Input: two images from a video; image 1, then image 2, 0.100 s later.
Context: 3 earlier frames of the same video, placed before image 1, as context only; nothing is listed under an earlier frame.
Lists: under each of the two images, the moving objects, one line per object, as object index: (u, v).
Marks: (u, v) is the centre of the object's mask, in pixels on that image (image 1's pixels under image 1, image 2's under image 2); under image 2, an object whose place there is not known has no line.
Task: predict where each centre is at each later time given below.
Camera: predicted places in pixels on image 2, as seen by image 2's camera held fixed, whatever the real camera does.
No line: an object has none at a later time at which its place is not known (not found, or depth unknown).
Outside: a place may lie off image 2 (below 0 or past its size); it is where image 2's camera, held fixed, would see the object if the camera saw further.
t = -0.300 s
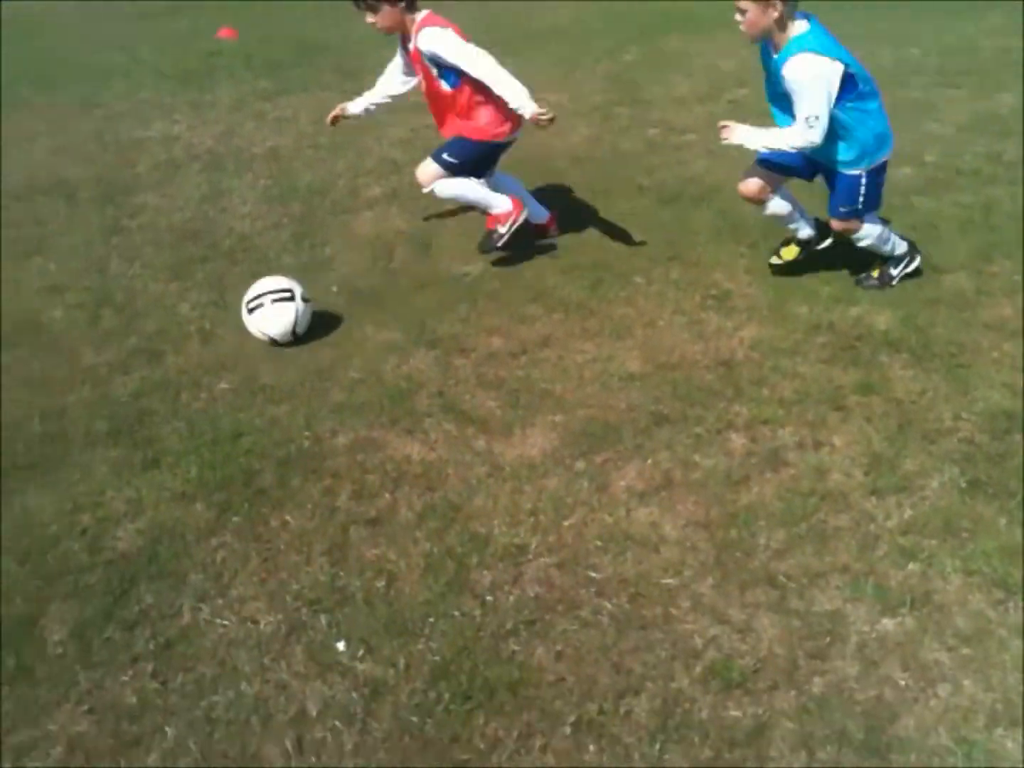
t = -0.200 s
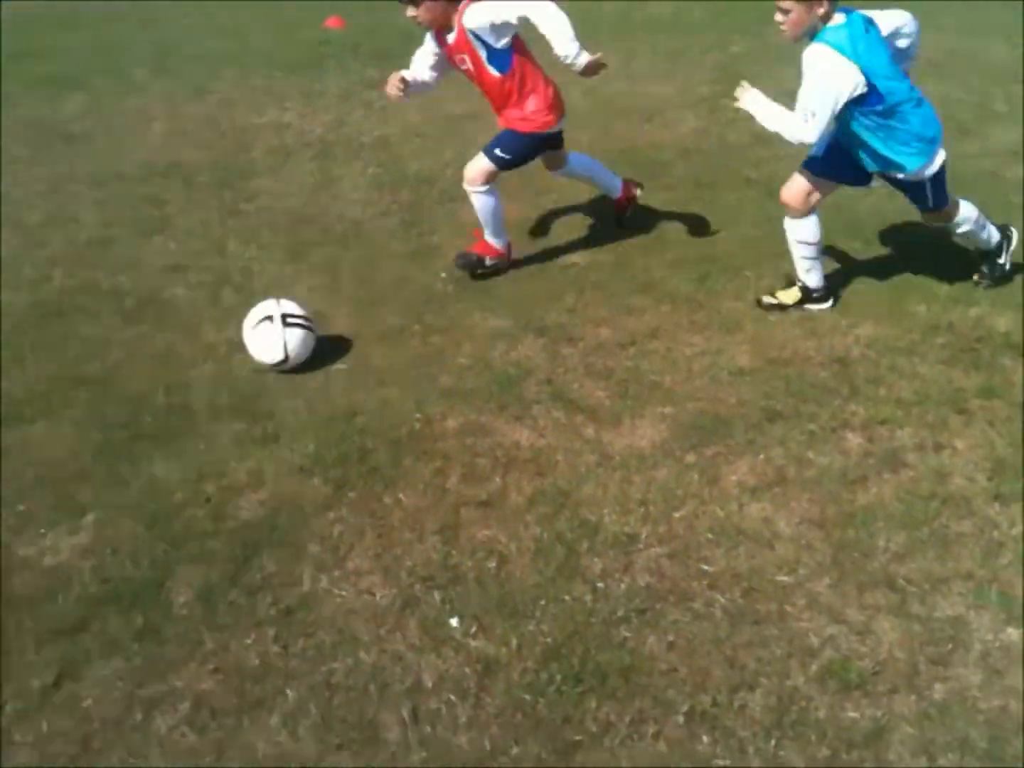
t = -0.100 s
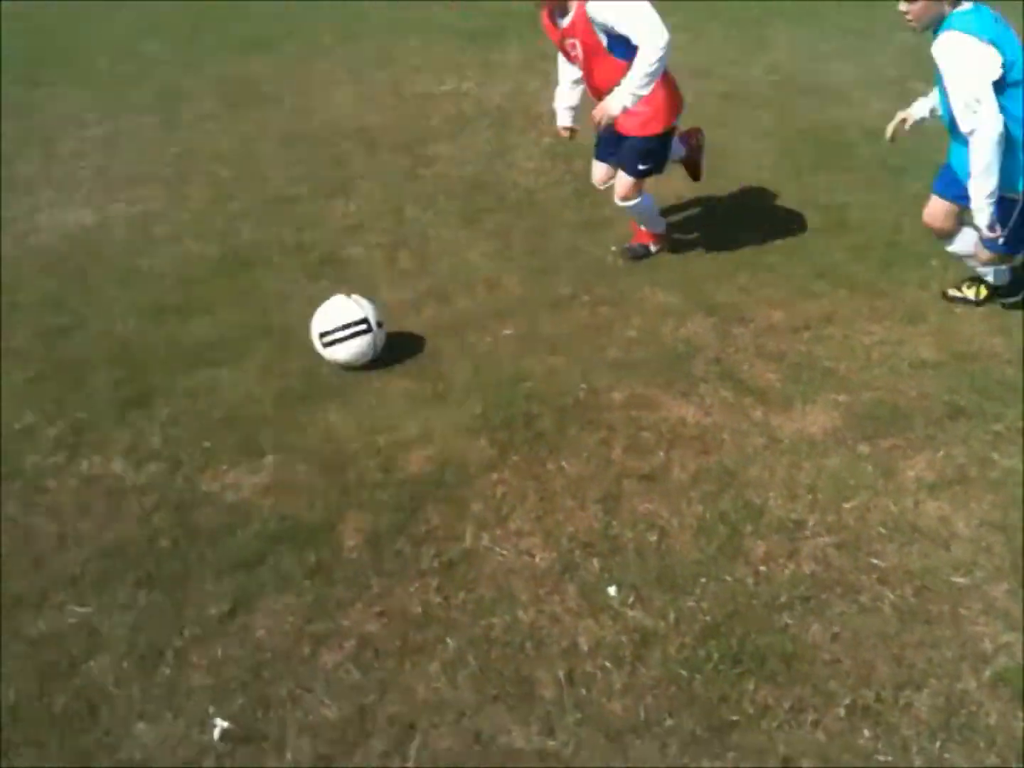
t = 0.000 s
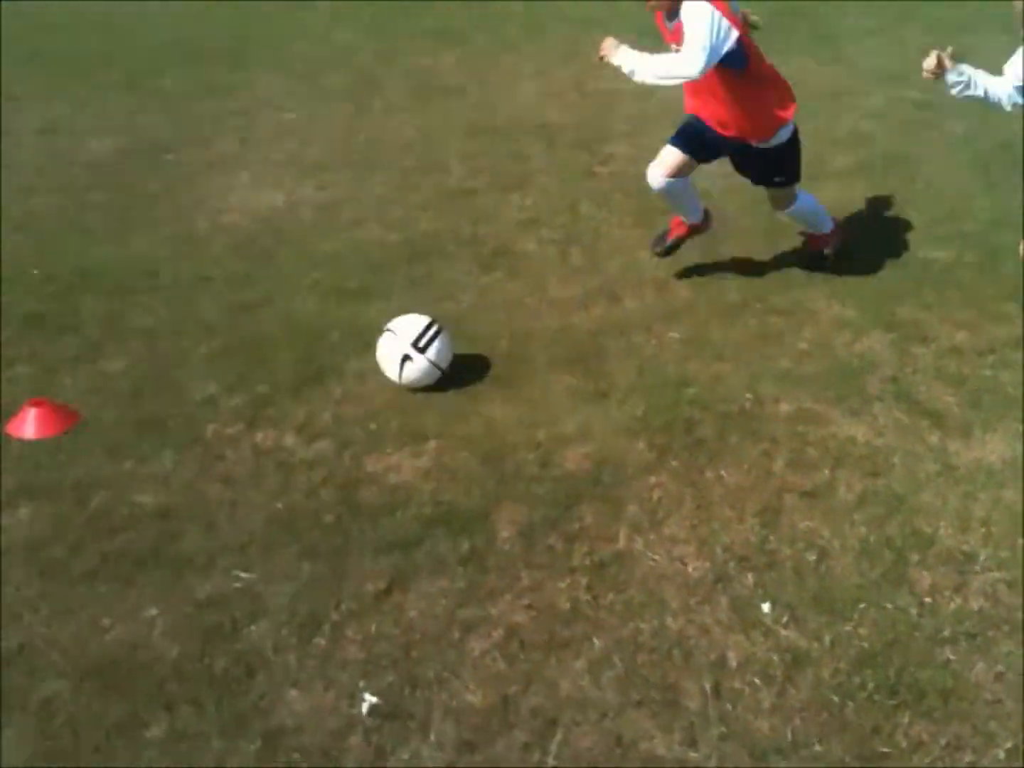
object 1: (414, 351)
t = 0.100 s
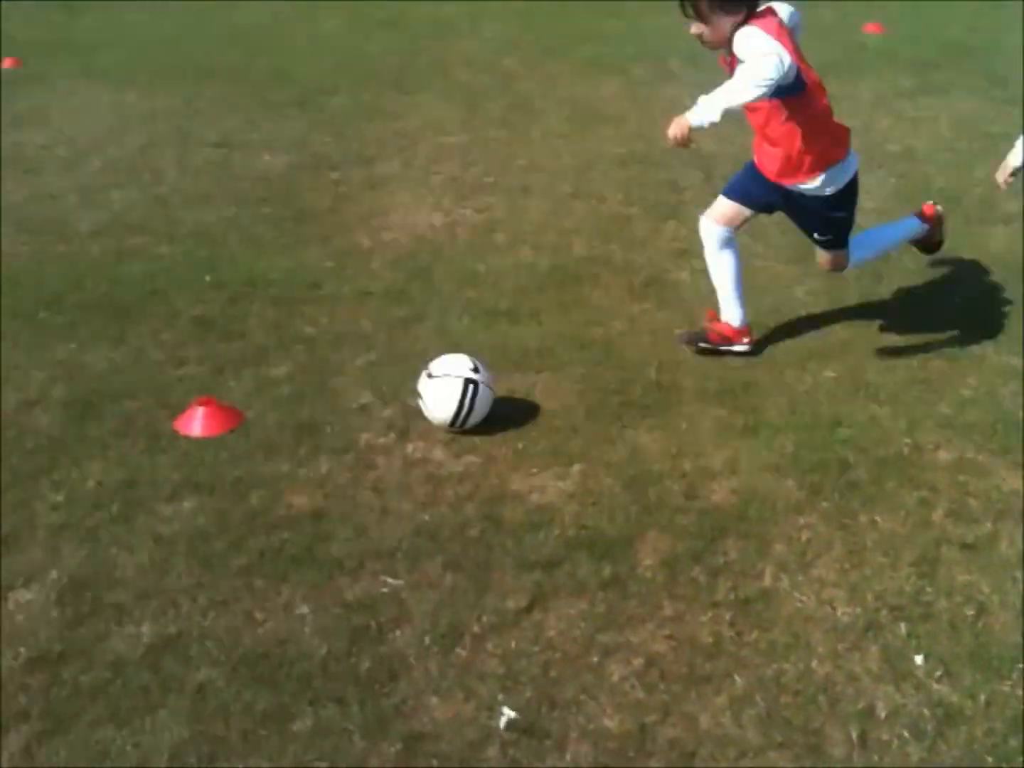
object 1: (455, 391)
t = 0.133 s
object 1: (420, 398)
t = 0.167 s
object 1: (383, 405)
